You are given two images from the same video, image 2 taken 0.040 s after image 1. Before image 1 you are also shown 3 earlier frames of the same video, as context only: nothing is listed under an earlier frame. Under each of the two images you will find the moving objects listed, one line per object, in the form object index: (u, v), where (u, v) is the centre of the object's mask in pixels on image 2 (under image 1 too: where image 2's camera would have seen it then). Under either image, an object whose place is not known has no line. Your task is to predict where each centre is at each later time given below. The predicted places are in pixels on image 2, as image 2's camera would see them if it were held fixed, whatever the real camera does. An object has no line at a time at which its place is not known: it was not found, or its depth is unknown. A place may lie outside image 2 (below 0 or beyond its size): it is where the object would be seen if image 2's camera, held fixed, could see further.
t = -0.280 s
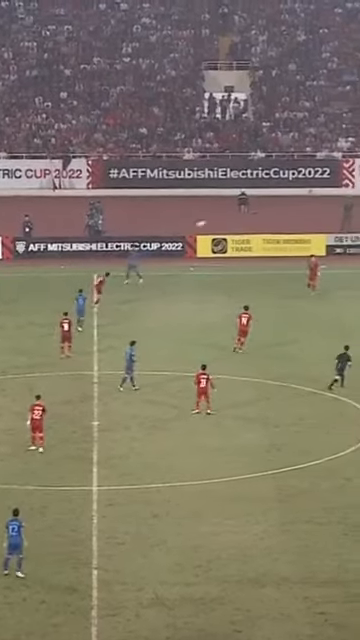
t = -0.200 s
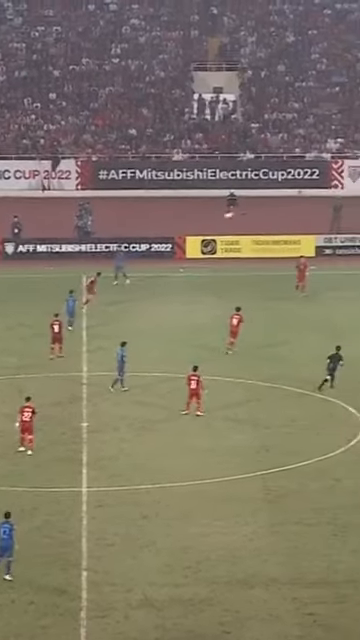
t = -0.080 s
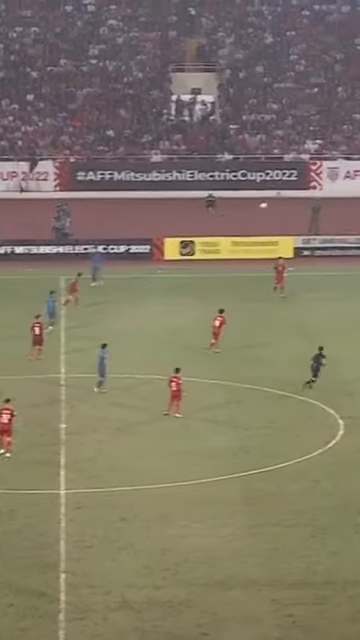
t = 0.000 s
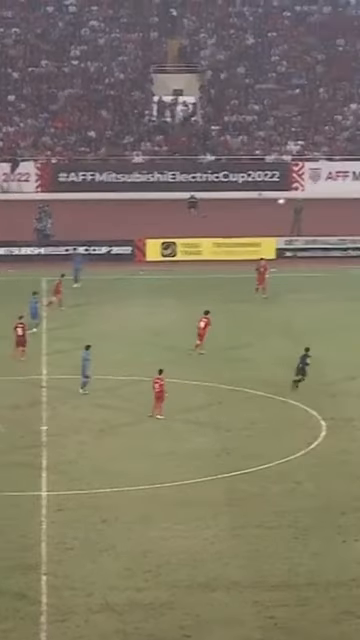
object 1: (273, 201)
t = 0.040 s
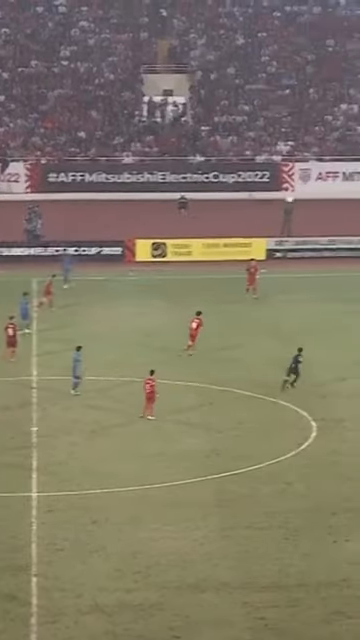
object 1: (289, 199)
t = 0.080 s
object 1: (306, 198)
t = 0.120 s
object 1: (323, 197)
